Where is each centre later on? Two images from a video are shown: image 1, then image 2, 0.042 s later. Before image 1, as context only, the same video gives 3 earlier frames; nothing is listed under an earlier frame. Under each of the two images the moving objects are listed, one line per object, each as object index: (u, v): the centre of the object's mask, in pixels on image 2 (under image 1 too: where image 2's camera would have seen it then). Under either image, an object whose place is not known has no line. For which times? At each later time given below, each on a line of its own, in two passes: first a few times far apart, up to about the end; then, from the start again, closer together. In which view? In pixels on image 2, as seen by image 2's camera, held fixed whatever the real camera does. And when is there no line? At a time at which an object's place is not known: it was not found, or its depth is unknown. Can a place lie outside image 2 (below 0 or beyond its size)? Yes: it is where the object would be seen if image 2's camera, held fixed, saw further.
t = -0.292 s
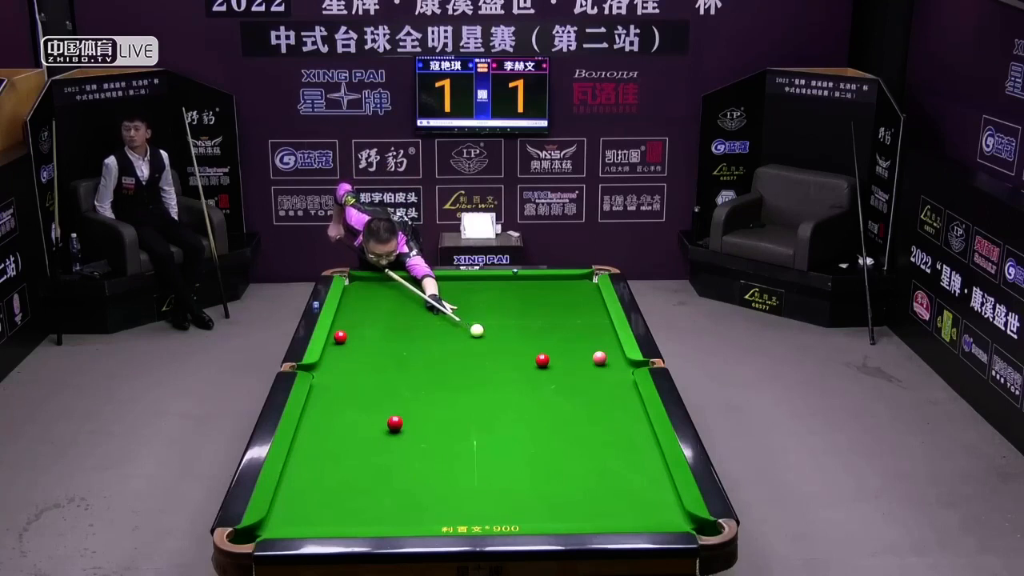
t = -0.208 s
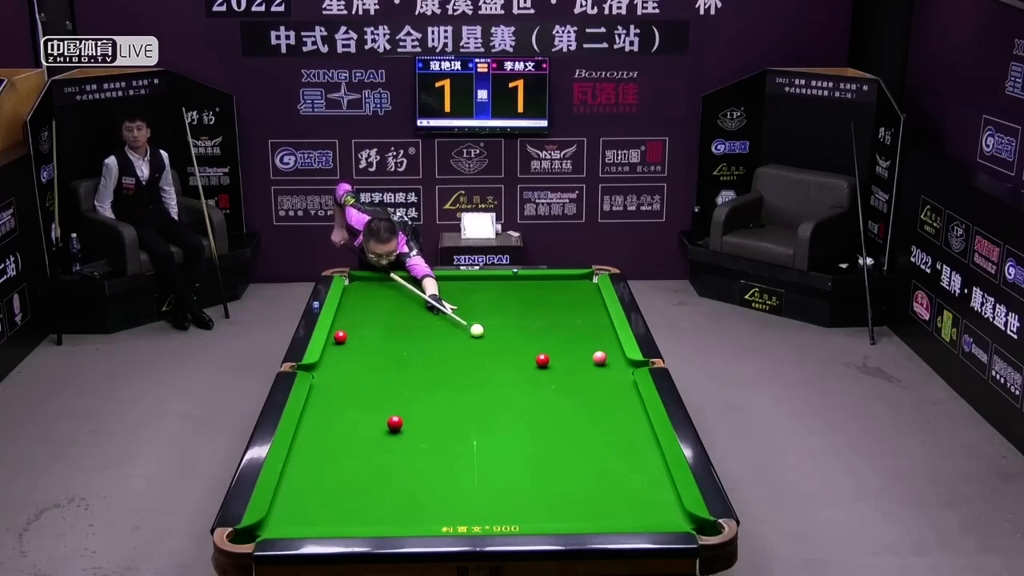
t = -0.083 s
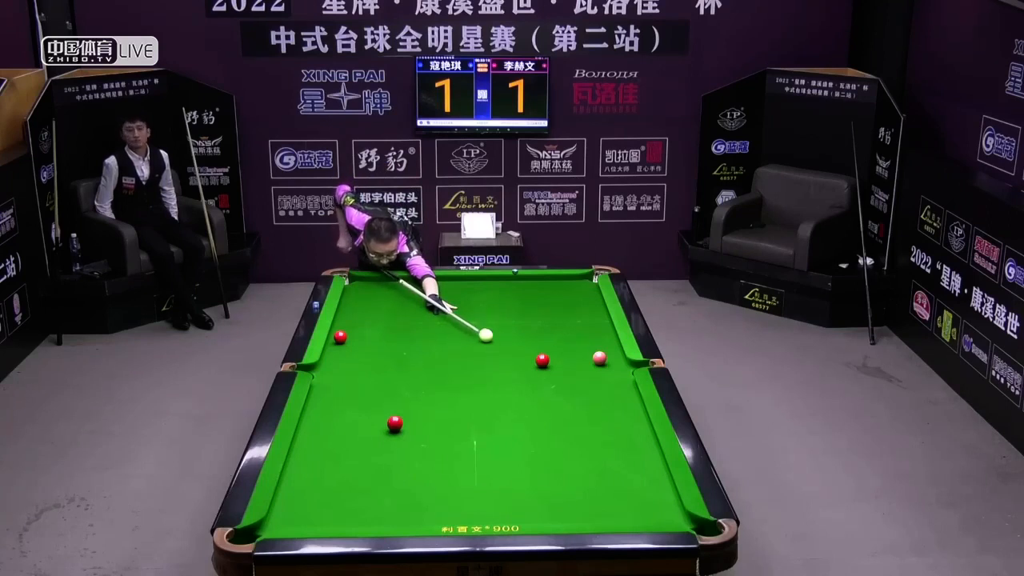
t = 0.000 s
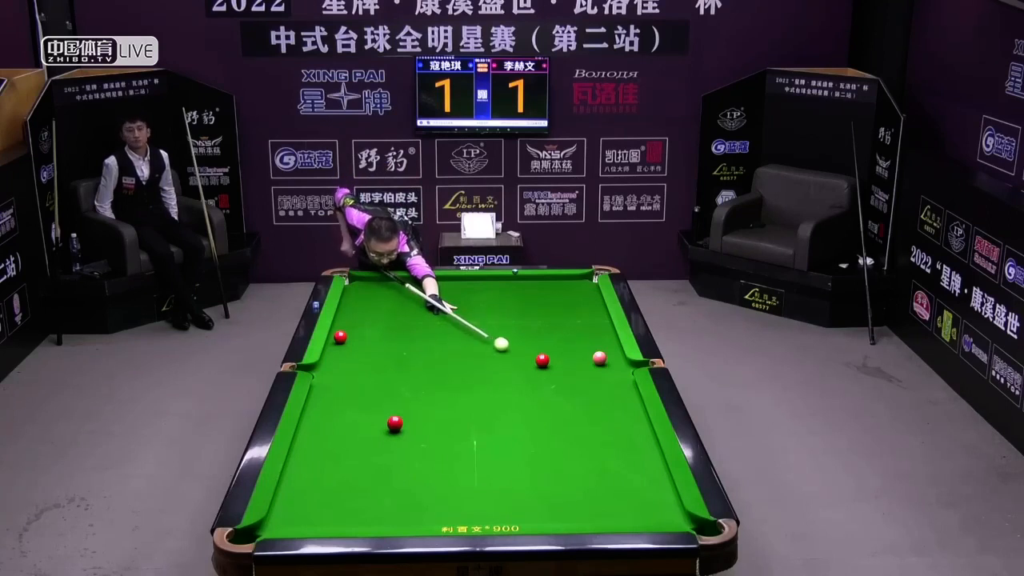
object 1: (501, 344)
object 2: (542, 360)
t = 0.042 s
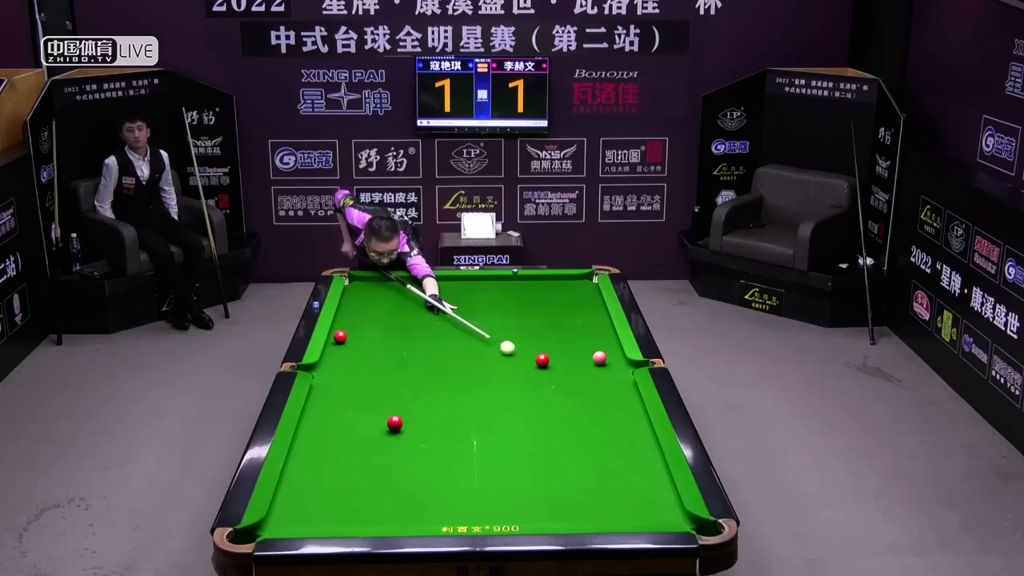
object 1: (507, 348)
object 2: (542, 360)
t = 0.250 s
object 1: (527, 365)
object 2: (552, 361)
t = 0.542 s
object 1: (528, 392)
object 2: (586, 365)
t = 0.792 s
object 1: (529, 413)
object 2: (609, 366)
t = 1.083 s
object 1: (531, 439)
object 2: (631, 367)
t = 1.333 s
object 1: (531, 463)
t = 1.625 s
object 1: (533, 501)
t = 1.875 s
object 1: (531, 516)
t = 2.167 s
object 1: (520, 495)
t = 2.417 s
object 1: (512, 480)
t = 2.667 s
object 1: (504, 466)
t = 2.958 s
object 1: (496, 452)
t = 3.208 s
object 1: (491, 441)
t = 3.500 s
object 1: (485, 429)
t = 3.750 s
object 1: (481, 420)
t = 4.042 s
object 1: (477, 412)
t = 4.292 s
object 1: (474, 405)
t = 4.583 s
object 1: (470, 397)
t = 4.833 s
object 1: (468, 392)
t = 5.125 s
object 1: (467, 387)
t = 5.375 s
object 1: (466, 383)
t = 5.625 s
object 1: (465, 380)
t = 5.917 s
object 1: (465, 377)
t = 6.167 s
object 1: (465, 374)
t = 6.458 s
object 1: (465, 372)
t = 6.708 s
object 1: (466, 372)
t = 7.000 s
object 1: (466, 371)
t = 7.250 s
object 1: (466, 371)
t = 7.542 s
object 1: (466, 371)
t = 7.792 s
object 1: (466, 371)
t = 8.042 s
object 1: (466, 371)
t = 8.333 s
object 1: (466, 371)
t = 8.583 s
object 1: (466, 371)
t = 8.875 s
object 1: (466, 371)
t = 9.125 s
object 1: (466, 371)
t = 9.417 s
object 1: (466, 371)
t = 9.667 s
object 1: (466, 371)
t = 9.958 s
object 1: (466, 371)
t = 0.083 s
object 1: (510, 349)
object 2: (542, 360)
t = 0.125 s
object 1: (516, 353)
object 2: (542, 360)
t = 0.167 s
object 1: (526, 358)
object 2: (542, 360)
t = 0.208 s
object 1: (528, 362)
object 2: (546, 361)
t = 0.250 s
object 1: (527, 365)
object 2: (552, 361)
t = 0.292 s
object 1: (527, 367)
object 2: (555, 361)
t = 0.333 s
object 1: (527, 370)
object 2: (560, 362)
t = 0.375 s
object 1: (528, 375)
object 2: (567, 363)
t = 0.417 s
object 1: (528, 378)
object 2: (570, 363)
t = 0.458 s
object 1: (528, 383)
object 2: (577, 363)
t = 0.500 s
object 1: (528, 387)
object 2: (580, 364)
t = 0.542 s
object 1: (528, 392)
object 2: (586, 365)
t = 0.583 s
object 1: (529, 395)
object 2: (589, 365)
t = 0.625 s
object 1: (529, 399)
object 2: (594, 365)
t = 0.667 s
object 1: (529, 400)
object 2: (596, 366)
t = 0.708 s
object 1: (529, 404)
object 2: (599, 365)
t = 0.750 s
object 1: (529, 410)
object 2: (605, 366)
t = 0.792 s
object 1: (529, 413)
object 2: (609, 366)
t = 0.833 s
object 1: (529, 417)
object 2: (612, 366)
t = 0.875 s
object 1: (529, 419)
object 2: (614, 367)
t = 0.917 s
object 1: (530, 423)
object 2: (618, 367)
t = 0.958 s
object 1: (530, 429)
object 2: (623, 368)
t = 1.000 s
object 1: (530, 433)
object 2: (626, 368)
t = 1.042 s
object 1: (530, 436)
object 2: (629, 368)
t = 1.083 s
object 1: (531, 439)
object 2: (631, 367)
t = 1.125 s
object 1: (531, 442)
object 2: (634, 367)
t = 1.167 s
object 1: (531, 449)
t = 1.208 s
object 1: (531, 453)
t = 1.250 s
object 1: (531, 457)
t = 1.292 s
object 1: (531, 459)
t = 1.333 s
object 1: (531, 463)
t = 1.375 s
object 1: (532, 470)
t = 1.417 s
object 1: (532, 474)
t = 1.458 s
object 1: (532, 481)
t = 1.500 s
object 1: (532, 485)
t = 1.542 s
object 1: (532, 492)
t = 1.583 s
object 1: (533, 497)
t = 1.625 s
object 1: (533, 501)
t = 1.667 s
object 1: (533, 503)
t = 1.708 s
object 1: (533, 508)
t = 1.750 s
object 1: (533, 514)
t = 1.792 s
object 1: (533, 518)
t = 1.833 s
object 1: (532, 517)
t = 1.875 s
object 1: (531, 516)
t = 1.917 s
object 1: (530, 512)
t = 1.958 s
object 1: (527, 509)
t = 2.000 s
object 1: (526, 506)
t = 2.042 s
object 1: (524, 504)
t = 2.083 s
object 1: (523, 502)
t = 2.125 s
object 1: (522, 500)
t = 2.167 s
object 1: (520, 495)
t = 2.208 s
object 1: (518, 493)
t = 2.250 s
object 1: (517, 490)
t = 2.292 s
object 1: (516, 489)
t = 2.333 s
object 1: (515, 487)
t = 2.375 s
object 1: (513, 483)
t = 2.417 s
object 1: (512, 480)
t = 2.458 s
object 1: (510, 477)
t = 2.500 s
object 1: (509, 475)
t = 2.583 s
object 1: (505, 469)
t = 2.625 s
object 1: (505, 467)
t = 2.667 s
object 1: (504, 466)
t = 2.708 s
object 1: (503, 464)
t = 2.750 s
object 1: (501, 461)
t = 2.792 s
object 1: (500, 459)
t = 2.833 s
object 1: (499, 457)
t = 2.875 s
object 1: (499, 456)
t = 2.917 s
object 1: (497, 454)
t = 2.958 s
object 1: (496, 452)
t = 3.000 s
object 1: (495, 449)
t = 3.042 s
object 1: (494, 448)
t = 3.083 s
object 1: (494, 447)
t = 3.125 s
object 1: (493, 445)
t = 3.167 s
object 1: (492, 442)
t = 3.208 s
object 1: (491, 441)
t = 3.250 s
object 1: (490, 439)
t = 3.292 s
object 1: (489, 438)
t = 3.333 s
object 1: (489, 437)
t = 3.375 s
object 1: (487, 434)
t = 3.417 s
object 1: (487, 433)
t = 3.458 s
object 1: (485, 430)
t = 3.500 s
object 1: (485, 429)
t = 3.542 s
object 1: (484, 427)
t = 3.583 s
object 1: (483, 425)
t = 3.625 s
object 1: (483, 424)
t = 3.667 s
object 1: (482, 423)
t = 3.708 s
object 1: (482, 422)
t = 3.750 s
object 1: (481, 420)
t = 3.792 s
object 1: (480, 419)
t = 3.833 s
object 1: (480, 417)
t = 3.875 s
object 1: (479, 417)
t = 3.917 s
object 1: (479, 416)
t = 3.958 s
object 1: (478, 414)
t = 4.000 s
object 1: (477, 413)
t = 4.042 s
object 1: (477, 412)
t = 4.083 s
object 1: (476, 411)
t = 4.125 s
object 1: (476, 410)
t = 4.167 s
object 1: (475, 408)
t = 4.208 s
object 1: (475, 407)
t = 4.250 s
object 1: (474, 406)
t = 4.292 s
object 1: (474, 405)
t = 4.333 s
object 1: (473, 404)
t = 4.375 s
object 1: (473, 403)
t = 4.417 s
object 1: (472, 402)
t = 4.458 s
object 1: (472, 400)
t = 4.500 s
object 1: (471, 399)
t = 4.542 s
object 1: (471, 398)
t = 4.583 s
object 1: (470, 397)
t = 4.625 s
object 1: (470, 396)
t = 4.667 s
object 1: (469, 396)
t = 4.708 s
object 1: (469, 395)
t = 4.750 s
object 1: (469, 394)
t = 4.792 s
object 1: (469, 393)
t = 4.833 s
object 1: (468, 392)
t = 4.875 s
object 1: (468, 392)
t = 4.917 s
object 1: (468, 391)
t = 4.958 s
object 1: (467, 390)
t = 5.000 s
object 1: (467, 389)
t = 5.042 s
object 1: (467, 388)
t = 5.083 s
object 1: (467, 388)
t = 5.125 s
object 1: (467, 387)
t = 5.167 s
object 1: (466, 386)
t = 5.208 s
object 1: (466, 386)
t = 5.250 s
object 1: (466, 385)
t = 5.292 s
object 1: (466, 385)
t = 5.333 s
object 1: (466, 384)
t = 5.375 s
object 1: (466, 383)
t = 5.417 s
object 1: (466, 383)
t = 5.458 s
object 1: (466, 382)
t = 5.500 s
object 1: (466, 381)
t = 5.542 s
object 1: (465, 381)
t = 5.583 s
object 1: (465, 380)
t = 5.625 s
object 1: (465, 380)
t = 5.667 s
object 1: (465, 380)
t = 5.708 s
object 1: (465, 379)
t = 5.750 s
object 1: (465, 378)
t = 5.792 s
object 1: (465, 378)
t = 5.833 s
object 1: (465, 377)
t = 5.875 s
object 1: (465, 377)
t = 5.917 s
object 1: (465, 377)
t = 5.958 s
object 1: (465, 376)
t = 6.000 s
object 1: (465, 375)
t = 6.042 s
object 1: (465, 375)
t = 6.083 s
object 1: (465, 375)
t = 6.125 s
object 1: (465, 375)
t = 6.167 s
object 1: (465, 374)
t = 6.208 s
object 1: (465, 374)
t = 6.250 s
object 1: (465, 374)
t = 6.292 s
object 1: (465, 374)
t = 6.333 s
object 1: (465, 373)
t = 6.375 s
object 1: (465, 373)
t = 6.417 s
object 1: (465, 373)
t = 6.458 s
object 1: (465, 372)
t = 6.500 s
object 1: (465, 372)
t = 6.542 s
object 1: (466, 372)
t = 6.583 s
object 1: (466, 372)
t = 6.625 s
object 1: (466, 372)
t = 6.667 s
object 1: (466, 372)
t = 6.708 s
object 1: (466, 372)
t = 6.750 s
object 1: (466, 371)
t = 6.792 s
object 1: (466, 371)
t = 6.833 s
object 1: (466, 371)
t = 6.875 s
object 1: (466, 371)
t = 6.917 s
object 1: (466, 371)
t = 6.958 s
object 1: (466, 371)
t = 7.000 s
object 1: (466, 371)
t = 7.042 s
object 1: (466, 371)
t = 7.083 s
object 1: (466, 371)
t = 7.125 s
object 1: (466, 371)
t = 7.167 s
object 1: (466, 371)
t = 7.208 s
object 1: (466, 371)
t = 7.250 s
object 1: (466, 371)
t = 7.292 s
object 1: (466, 371)
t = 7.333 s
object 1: (466, 371)
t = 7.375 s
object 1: (466, 371)
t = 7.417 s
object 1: (466, 371)
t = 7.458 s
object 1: (466, 371)
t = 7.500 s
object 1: (466, 371)
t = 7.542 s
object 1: (466, 371)
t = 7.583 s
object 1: (466, 371)
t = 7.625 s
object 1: (466, 371)
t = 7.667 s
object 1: (466, 371)
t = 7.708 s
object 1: (466, 371)
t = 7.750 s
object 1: (466, 371)
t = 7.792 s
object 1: (466, 371)
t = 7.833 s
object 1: (466, 371)
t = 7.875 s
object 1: (466, 371)
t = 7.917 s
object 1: (466, 371)
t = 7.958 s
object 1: (466, 371)
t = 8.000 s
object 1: (466, 371)
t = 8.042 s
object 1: (466, 371)
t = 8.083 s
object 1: (466, 371)
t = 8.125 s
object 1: (466, 371)
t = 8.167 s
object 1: (466, 371)
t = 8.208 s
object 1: (466, 371)
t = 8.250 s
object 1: (466, 371)
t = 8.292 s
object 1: (466, 371)
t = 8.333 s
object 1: (466, 371)
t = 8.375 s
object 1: (466, 371)
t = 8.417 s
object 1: (466, 371)
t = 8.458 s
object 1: (466, 371)
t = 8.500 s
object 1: (466, 371)
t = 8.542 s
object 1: (466, 371)
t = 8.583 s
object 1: (466, 371)
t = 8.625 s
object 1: (466, 371)
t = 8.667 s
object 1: (466, 371)
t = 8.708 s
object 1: (466, 371)
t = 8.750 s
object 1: (466, 371)
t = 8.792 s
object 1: (466, 371)
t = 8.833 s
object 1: (466, 371)
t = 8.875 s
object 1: (466, 371)
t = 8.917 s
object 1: (466, 371)
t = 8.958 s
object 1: (466, 371)
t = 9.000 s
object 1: (466, 371)
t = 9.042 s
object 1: (466, 371)
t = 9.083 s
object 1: (466, 371)
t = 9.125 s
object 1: (466, 371)
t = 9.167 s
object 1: (466, 371)
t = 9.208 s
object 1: (466, 371)
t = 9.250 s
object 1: (466, 371)
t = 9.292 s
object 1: (466, 371)
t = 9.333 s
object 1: (466, 371)
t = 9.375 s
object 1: (466, 371)
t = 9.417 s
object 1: (466, 371)
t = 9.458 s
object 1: (466, 371)
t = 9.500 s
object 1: (466, 371)
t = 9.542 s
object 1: (466, 371)
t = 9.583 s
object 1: (466, 371)
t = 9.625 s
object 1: (466, 371)
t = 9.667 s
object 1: (466, 371)
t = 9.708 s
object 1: (466, 371)
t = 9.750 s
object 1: (466, 371)
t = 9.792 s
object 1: (466, 371)
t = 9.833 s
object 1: (466, 371)
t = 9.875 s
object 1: (466, 371)
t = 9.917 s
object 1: (466, 371)
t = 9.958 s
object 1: (466, 371)
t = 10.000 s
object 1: (466, 371)
